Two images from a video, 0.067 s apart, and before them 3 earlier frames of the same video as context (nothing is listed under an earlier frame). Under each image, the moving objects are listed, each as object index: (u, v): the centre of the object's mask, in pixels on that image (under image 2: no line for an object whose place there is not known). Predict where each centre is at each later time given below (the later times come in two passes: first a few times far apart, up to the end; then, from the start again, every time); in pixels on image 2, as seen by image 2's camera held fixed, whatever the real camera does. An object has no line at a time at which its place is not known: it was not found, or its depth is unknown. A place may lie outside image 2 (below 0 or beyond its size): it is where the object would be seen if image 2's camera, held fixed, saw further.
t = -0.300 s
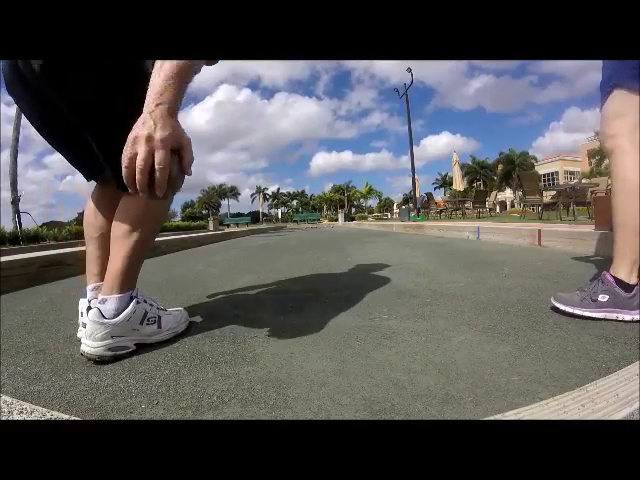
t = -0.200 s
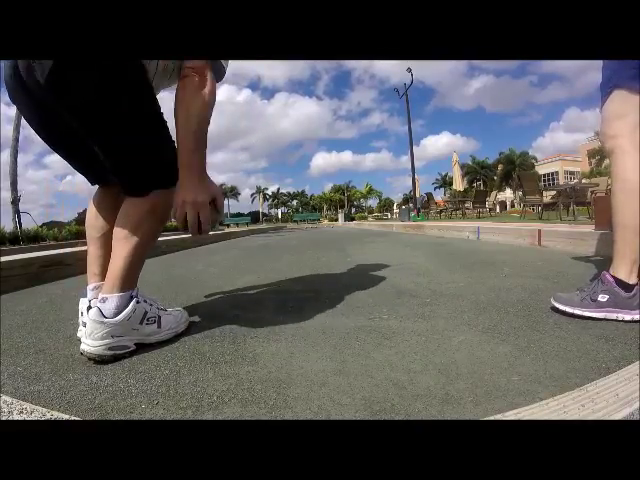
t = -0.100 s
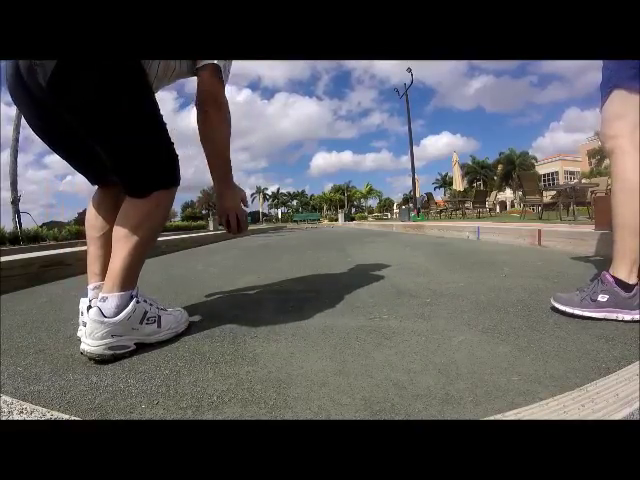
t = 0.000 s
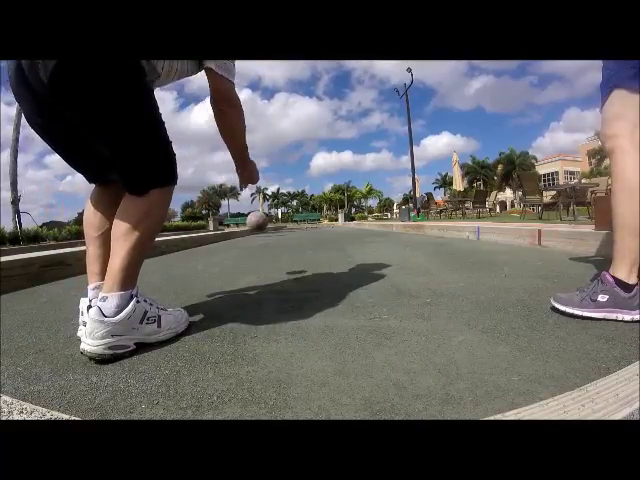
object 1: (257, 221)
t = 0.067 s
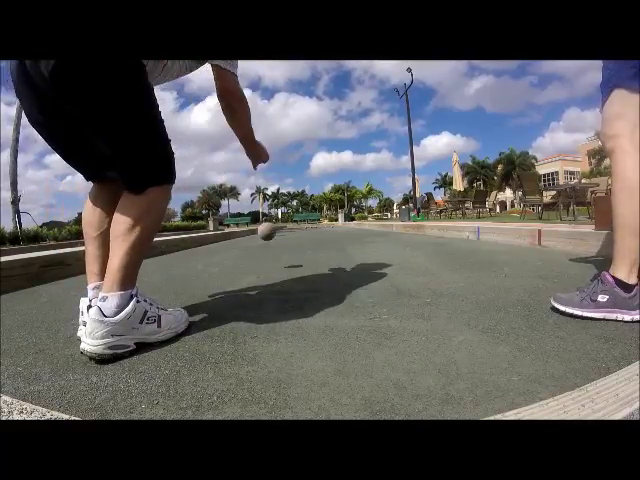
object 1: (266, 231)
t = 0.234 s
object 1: (280, 248)
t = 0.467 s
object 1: (289, 244)
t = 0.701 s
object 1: (294, 240)
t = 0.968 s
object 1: (298, 237)
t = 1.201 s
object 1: (301, 235)
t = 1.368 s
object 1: (302, 234)
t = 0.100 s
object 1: (270, 238)
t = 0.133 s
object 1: (274, 245)
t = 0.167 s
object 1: (277, 253)
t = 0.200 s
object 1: (279, 251)
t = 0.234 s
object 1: (280, 248)
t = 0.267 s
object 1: (282, 247)
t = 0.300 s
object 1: (283, 247)
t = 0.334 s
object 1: (284, 248)
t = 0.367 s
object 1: (286, 246)
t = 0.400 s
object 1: (287, 245)
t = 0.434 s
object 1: (288, 245)
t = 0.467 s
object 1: (289, 244)
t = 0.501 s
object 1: (290, 244)
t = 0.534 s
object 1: (291, 243)
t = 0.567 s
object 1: (292, 242)
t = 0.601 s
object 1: (292, 242)
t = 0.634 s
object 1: (293, 241)
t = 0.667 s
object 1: (293, 241)
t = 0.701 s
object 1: (294, 240)
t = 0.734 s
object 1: (295, 240)
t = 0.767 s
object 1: (295, 239)
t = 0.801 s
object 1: (296, 239)
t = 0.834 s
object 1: (297, 239)
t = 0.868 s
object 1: (297, 238)
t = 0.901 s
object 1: (298, 238)
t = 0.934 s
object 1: (298, 237)
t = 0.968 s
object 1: (298, 237)
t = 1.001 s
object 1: (299, 237)
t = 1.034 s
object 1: (299, 237)
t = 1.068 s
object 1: (299, 236)
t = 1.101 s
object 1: (300, 236)
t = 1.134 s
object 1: (300, 236)
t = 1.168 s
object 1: (300, 236)
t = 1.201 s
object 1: (301, 235)
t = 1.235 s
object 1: (301, 235)
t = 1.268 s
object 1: (301, 235)
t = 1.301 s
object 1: (302, 235)
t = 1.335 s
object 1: (302, 234)
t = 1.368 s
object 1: (302, 234)
